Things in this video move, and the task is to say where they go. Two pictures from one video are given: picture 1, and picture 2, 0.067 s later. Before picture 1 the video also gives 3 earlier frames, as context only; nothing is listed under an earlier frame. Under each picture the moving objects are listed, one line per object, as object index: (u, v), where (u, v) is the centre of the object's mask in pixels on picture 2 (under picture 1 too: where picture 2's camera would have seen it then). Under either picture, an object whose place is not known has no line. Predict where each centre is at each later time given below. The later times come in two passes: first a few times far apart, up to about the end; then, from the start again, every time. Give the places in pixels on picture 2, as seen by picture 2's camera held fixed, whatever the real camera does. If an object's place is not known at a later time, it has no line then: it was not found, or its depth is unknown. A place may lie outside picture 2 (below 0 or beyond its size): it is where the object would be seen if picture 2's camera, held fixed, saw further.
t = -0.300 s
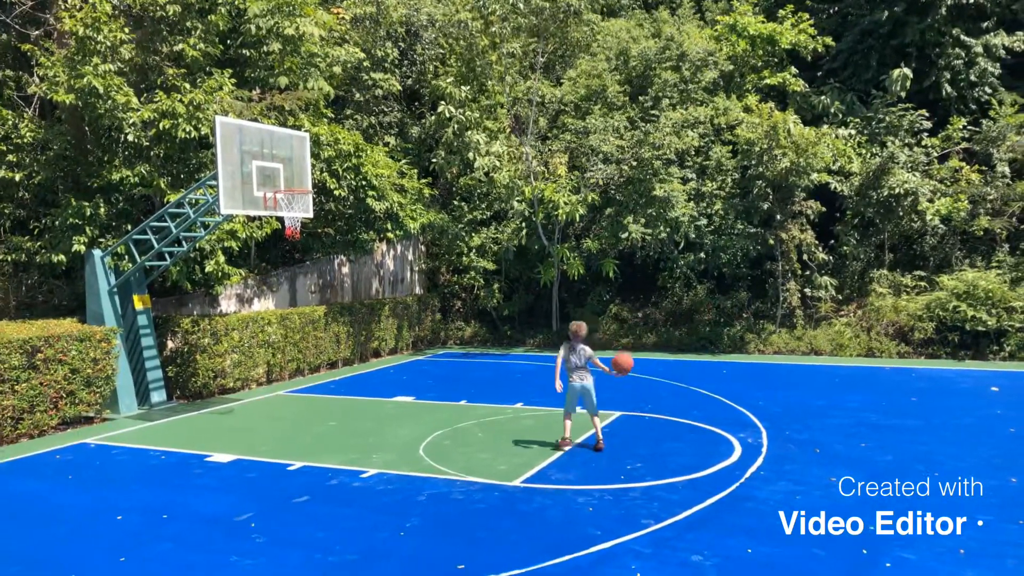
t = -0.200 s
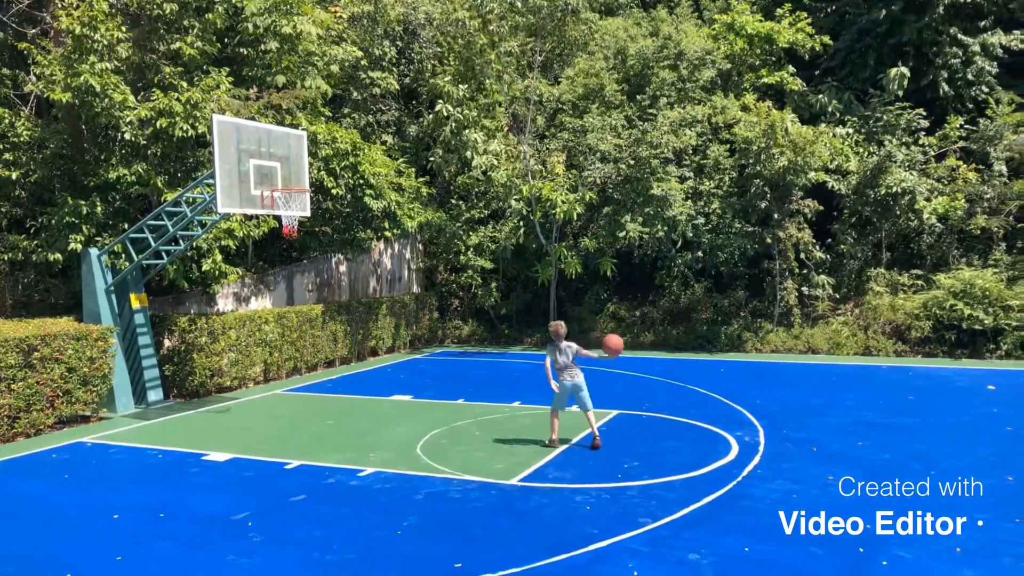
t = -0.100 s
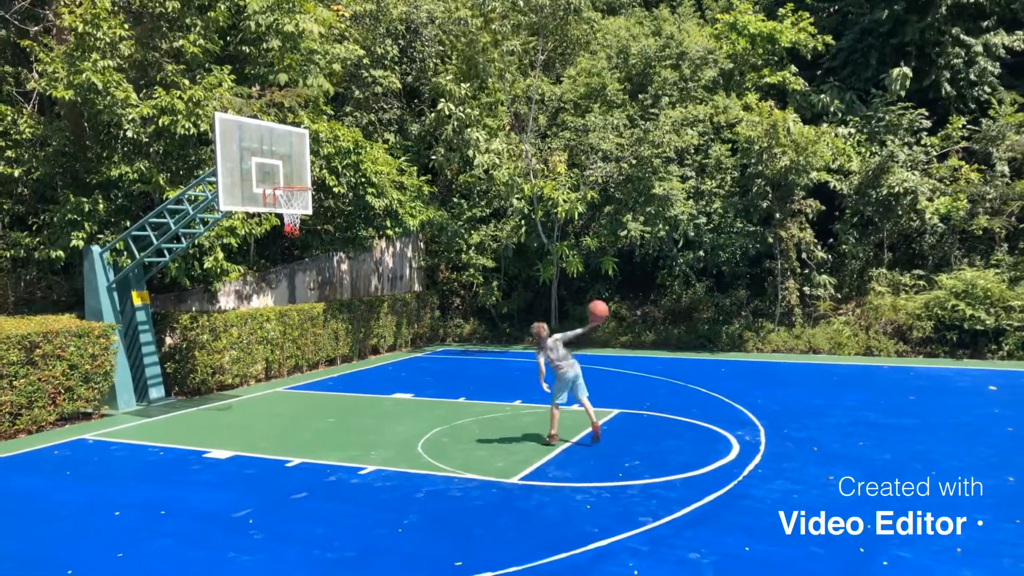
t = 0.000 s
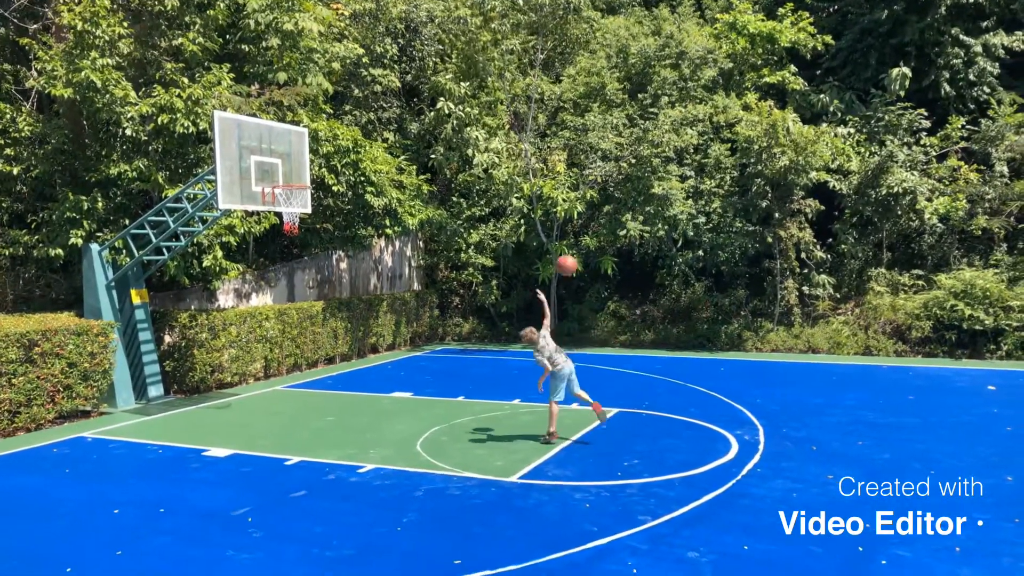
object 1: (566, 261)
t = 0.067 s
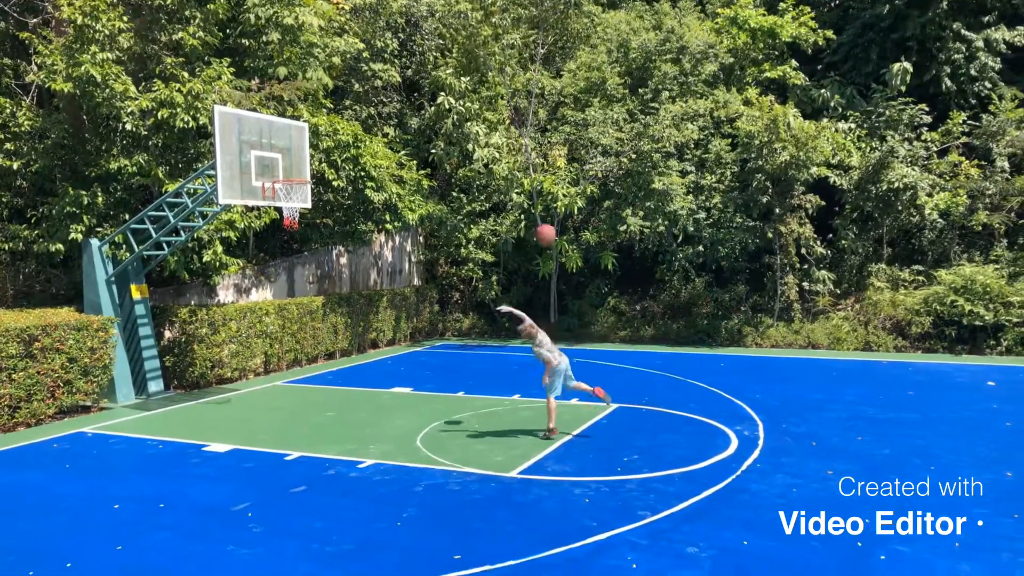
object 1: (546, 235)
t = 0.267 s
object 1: (484, 180)
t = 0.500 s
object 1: (418, 160)
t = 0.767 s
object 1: (345, 190)
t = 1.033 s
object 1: (281, 273)
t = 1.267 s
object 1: (227, 385)
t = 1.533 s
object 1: (202, 318)
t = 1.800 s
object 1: (184, 260)
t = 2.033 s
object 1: (170, 249)
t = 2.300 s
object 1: (156, 285)
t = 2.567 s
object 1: (145, 369)
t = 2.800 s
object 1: (128, 348)
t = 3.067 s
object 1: (110, 304)
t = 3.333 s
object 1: (123, 303)
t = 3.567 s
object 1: (137, 344)
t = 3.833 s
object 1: (146, 374)
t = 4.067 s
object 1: (144, 334)
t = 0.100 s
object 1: (535, 223)
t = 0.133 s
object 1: (525, 212)
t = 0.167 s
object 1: (516, 202)
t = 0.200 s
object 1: (505, 195)
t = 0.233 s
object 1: (495, 186)
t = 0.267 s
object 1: (484, 180)
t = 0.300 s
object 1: (474, 174)
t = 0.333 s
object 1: (465, 169)
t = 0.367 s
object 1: (455, 166)
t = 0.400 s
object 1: (446, 163)
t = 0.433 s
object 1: (437, 161)
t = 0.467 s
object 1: (427, 160)
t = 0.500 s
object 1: (418, 160)
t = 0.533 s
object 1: (408, 160)
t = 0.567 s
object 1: (400, 162)
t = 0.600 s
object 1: (390, 165)
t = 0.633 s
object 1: (381, 168)
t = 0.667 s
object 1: (372, 172)
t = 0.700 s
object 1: (363, 178)
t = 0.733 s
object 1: (354, 184)
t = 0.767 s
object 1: (345, 190)
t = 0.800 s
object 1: (338, 199)
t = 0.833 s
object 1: (328, 207)
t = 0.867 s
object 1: (321, 216)
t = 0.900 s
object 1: (313, 227)
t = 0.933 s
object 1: (305, 237)
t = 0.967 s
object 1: (296, 248)
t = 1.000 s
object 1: (289, 260)
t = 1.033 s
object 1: (281, 273)
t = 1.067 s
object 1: (273, 287)
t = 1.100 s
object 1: (265, 301)
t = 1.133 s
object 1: (257, 318)
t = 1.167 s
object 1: (249, 333)
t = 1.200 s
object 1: (241, 350)
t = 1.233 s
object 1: (234, 369)
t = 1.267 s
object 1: (227, 385)
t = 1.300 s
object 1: (221, 403)
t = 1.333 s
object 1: (216, 399)
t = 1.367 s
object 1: (214, 383)
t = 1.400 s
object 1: (211, 369)
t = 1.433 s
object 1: (209, 356)
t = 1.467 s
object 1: (206, 342)
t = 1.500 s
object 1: (204, 330)
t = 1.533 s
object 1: (202, 318)
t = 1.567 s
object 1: (199, 309)
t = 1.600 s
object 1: (197, 300)
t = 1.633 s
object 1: (195, 290)
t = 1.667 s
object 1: (193, 283)
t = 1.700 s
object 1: (190, 277)
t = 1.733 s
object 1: (188, 270)
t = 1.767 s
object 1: (186, 264)
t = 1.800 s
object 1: (184, 260)
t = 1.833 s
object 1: (181, 256)
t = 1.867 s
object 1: (180, 253)
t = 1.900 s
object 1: (177, 250)
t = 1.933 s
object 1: (175, 249)
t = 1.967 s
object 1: (173, 249)
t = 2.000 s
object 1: (172, 248)
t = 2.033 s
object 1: (170, 249)
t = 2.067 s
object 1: (168, 251)
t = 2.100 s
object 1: (166, 254)
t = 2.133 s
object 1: (163, 257)
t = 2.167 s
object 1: (162, 262)
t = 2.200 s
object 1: (161, 267)
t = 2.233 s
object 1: (159, 272)
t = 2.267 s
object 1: (157, 278)
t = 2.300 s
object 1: (156, 285)
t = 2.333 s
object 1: (154, 293)
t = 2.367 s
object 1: (153, 302)
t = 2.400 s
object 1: (152, 310)
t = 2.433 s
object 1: (150, 321)
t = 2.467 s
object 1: (148, 332)
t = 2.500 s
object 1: (148, 344)
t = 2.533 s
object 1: (146, 356)
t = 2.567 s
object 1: (145, 369)
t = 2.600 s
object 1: (143, 383)
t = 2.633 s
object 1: (143, 397)
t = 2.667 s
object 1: (140, 390)
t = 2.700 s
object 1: (137, 379)
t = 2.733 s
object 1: (134, 367)
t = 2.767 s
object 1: (131, 358)
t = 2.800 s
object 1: (128, 348)
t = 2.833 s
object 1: (125, 340)
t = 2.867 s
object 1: (123, 333)
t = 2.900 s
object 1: (121, 326)
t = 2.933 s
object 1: (118, 320)
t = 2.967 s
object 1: (113, 312)
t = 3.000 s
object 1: (110, 309)
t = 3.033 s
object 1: (110, 307)
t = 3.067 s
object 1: (110, 304)
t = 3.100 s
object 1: (111, 301)
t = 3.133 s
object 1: (113, 300)
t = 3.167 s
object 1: (115, 298)
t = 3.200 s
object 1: (117, 298)
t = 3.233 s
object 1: (119, 298)
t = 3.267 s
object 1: (120, 299)
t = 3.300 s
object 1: (122, 300)
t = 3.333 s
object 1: (123, 303)
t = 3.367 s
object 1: (125, 307)
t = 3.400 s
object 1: (128, 310)
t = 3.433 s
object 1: (129, 316)
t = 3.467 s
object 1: (130, 322)
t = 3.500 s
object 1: (132, 328)
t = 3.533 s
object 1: (135, 336)
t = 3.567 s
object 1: (137, 344)
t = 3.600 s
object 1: (139, 353)
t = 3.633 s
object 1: (141, 362)
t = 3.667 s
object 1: (142, 373)
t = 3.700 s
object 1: (145, 385)
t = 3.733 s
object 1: (147, 396)
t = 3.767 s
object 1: (147, 393)
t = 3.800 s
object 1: (147, 382)
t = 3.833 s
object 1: (146, 374)
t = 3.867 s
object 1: (145, 366)
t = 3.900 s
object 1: (145, 358)
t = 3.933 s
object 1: (145, 352)
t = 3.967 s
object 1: (144, 347)
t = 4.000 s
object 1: (145, 341)
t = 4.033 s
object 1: (144, 338)
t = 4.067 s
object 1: (144, 334)
